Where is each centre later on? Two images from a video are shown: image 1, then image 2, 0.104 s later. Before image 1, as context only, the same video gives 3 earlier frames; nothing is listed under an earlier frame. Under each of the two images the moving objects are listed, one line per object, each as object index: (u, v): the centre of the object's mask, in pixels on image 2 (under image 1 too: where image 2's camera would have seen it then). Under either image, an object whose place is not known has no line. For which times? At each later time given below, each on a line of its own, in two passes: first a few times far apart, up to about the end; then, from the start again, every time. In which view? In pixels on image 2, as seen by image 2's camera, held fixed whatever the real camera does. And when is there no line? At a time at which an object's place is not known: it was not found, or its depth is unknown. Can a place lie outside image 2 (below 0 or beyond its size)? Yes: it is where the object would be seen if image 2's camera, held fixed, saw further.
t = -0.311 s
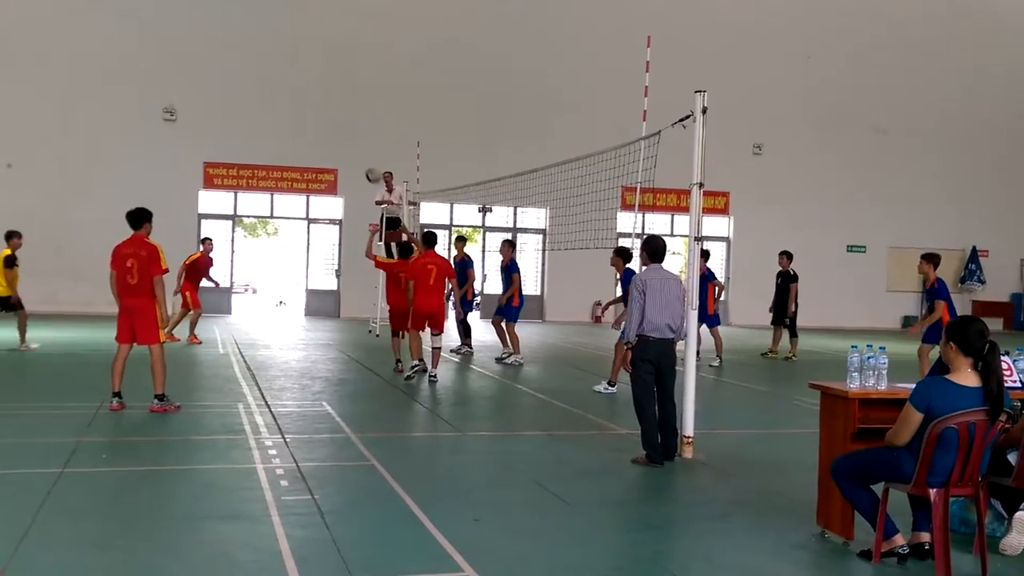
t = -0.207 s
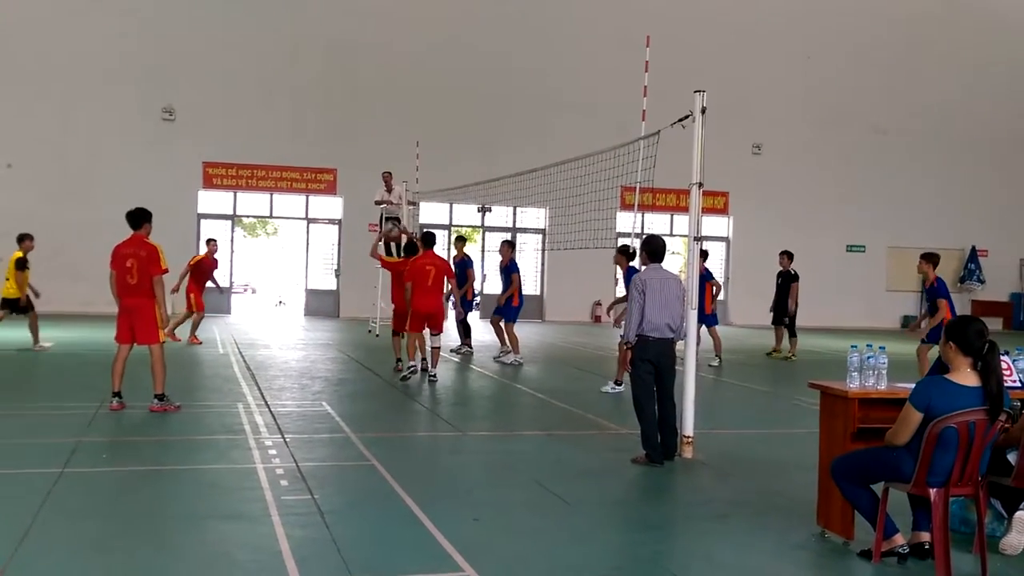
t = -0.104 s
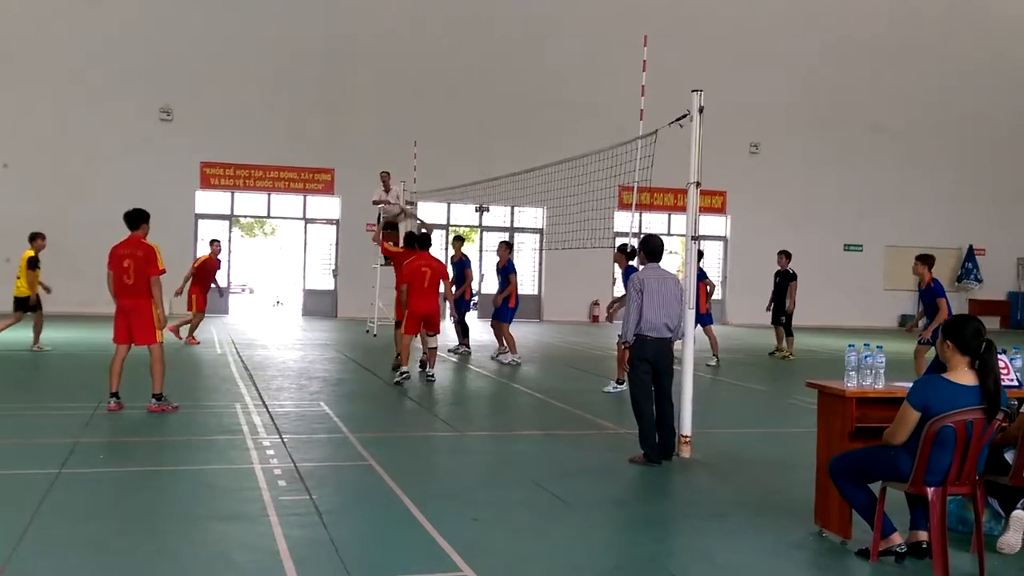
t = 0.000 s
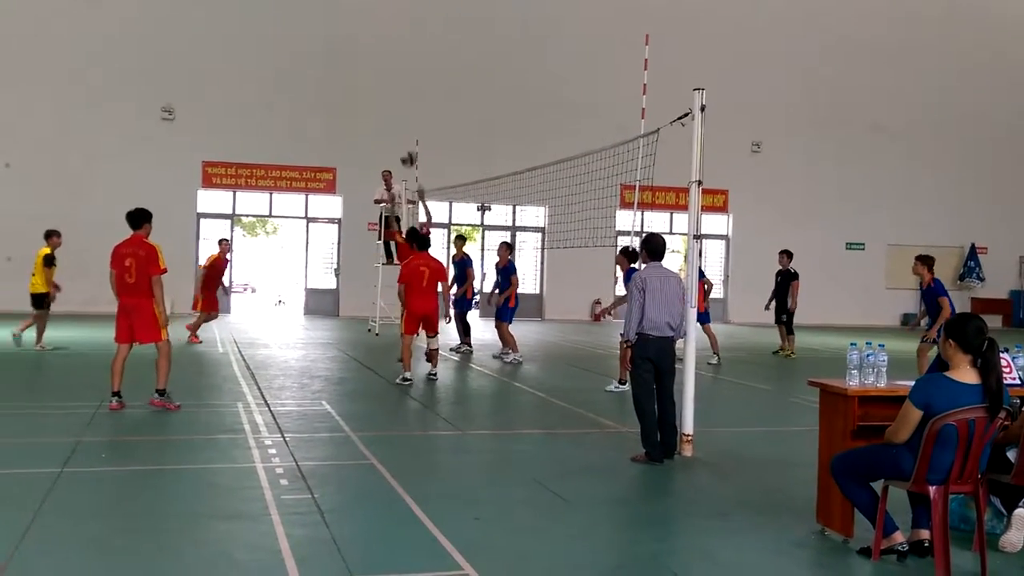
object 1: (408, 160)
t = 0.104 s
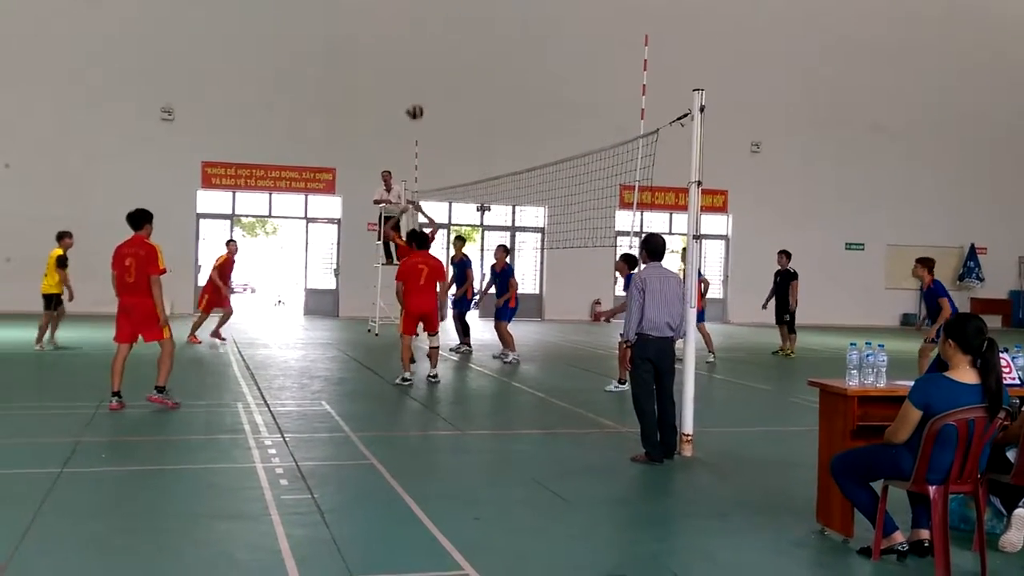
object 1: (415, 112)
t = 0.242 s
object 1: (424, 59)
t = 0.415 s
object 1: (434, 14)
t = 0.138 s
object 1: (416, 98)
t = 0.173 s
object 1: (418, 84)
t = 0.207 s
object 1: (421, 71)
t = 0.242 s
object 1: (424, 59)
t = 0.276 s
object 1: (425, 48)
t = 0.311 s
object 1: (427, 38)
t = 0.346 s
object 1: (430, 29)
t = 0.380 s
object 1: (432, 21)
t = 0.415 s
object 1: (434, 14)
